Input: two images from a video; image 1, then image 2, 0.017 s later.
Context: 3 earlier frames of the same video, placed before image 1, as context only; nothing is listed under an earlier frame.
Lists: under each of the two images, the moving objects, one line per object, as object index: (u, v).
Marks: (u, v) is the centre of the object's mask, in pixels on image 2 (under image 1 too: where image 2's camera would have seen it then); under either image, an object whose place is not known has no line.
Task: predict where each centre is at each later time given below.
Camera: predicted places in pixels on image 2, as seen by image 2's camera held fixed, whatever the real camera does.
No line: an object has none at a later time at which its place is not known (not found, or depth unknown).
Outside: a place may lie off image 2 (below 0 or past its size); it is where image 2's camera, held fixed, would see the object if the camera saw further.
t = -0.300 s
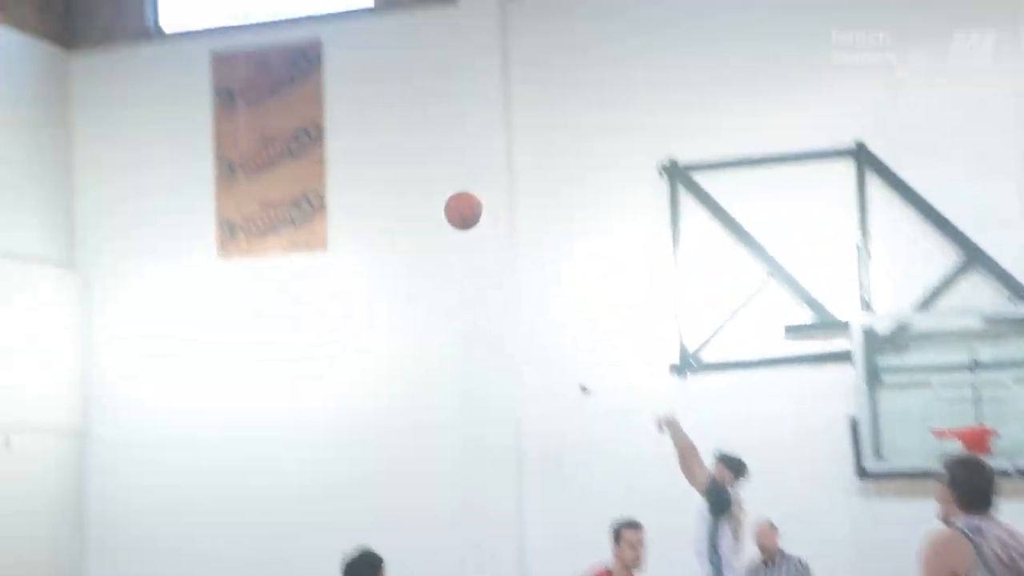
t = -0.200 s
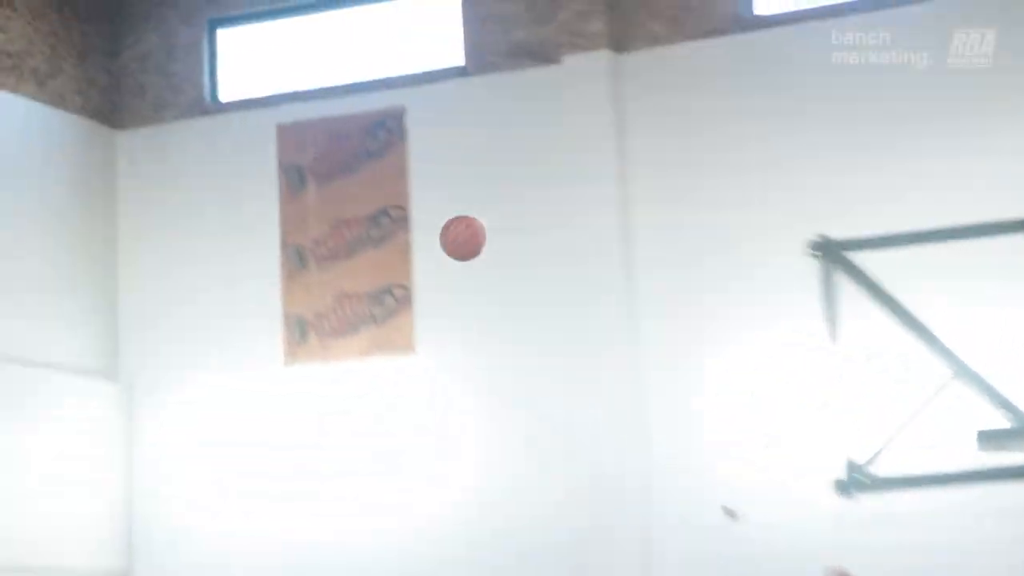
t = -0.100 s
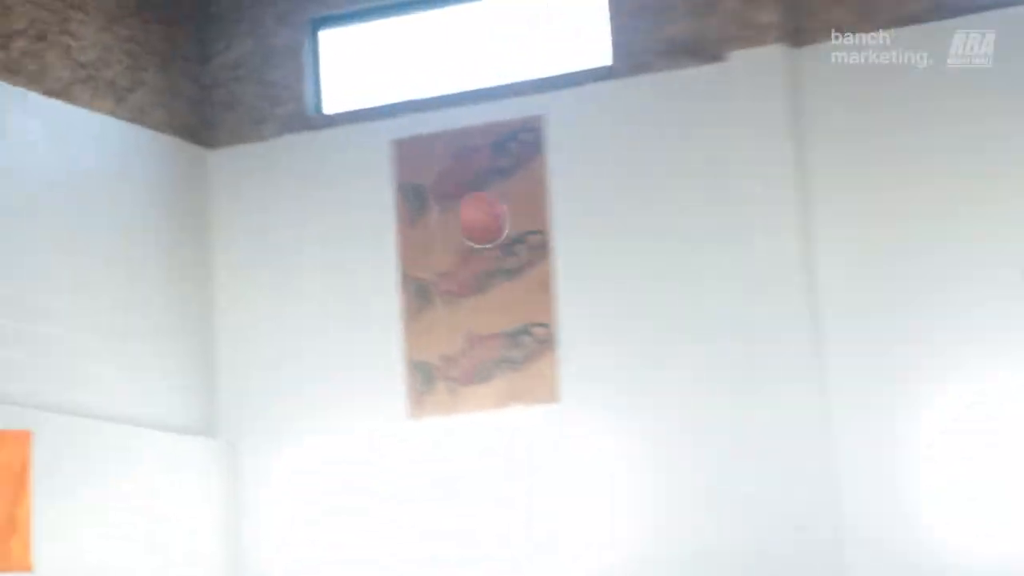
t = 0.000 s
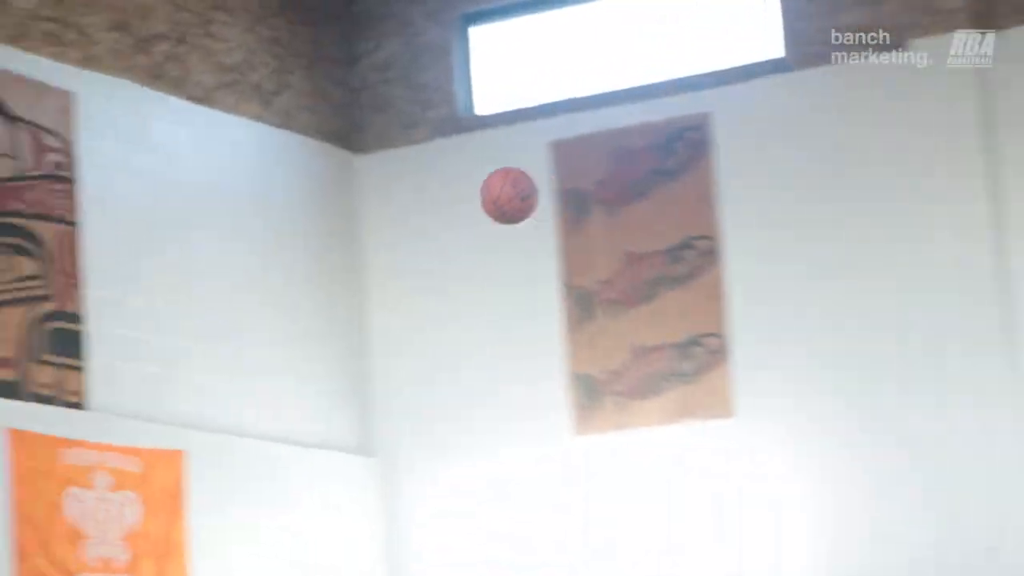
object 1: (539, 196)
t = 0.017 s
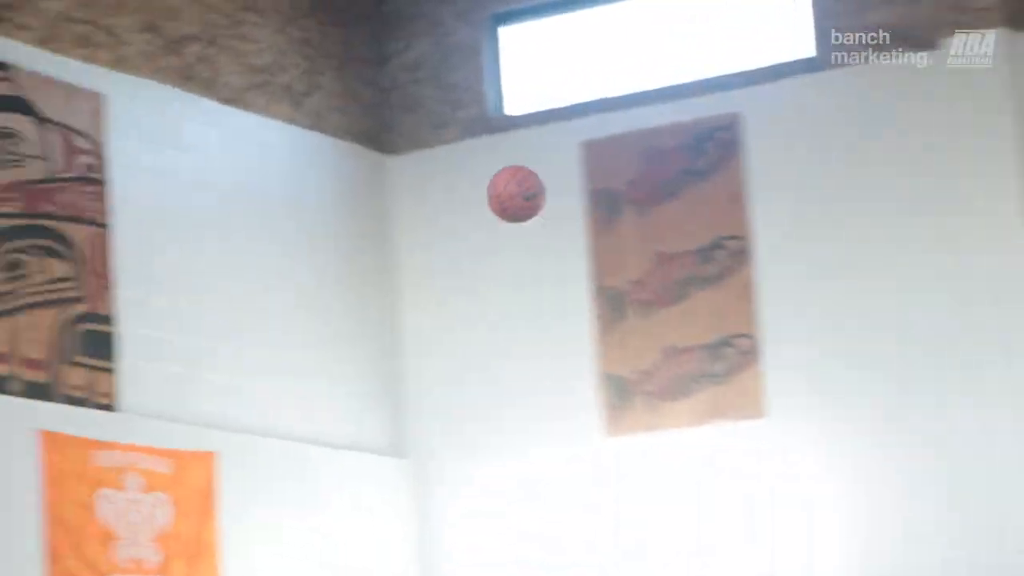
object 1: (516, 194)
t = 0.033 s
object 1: (493, 192)
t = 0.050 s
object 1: (470, 191)
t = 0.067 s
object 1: (447, 190)
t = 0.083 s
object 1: (425, 191)
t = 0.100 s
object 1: (402, 192)
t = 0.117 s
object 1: (379, 193)
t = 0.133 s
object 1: (357, 195)
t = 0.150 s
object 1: (334, 198)
